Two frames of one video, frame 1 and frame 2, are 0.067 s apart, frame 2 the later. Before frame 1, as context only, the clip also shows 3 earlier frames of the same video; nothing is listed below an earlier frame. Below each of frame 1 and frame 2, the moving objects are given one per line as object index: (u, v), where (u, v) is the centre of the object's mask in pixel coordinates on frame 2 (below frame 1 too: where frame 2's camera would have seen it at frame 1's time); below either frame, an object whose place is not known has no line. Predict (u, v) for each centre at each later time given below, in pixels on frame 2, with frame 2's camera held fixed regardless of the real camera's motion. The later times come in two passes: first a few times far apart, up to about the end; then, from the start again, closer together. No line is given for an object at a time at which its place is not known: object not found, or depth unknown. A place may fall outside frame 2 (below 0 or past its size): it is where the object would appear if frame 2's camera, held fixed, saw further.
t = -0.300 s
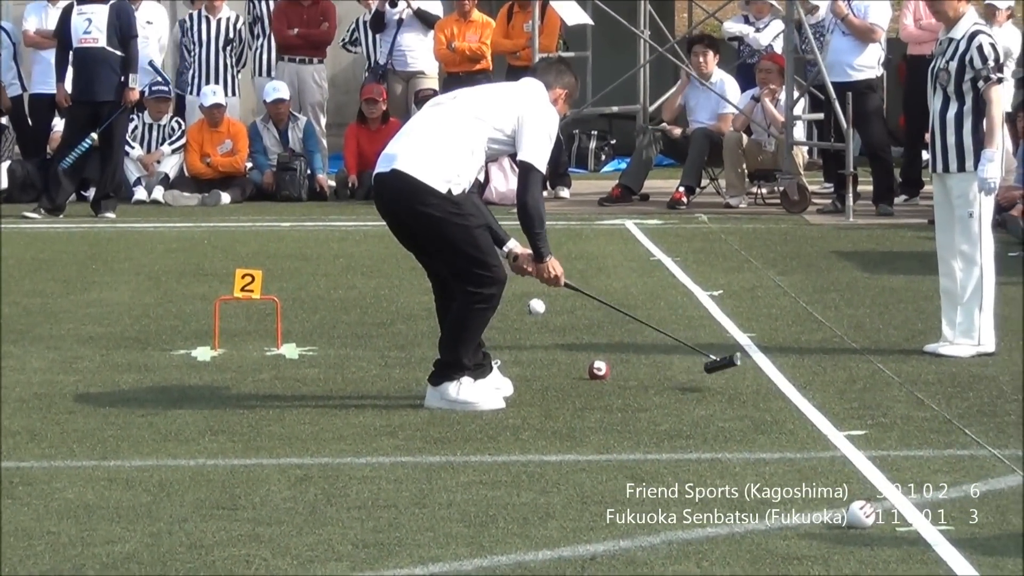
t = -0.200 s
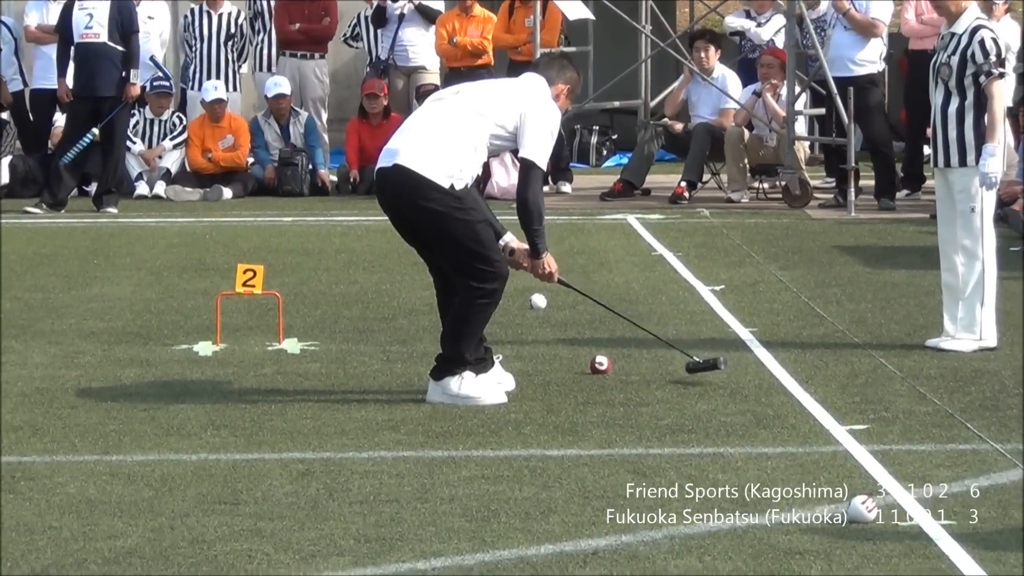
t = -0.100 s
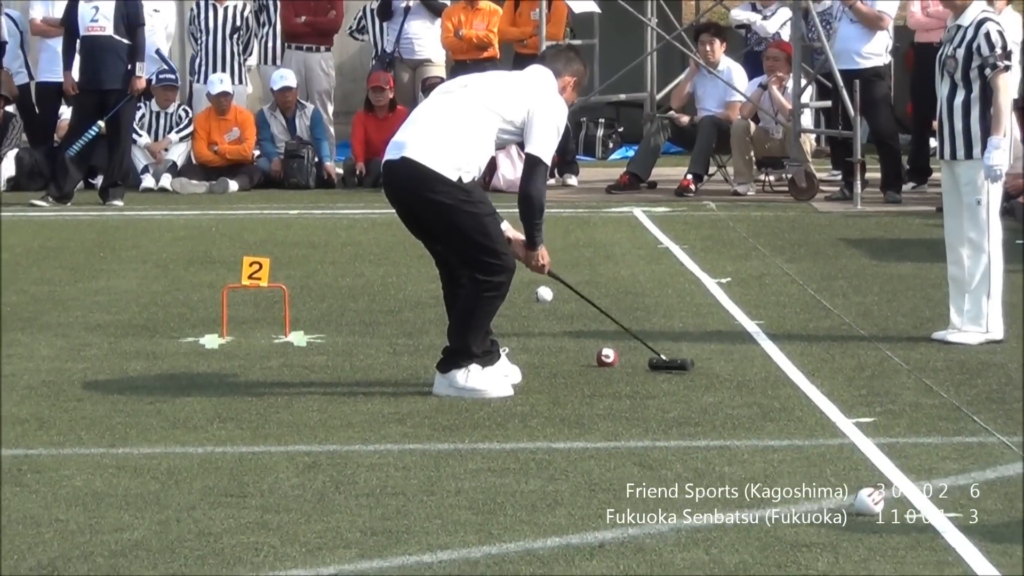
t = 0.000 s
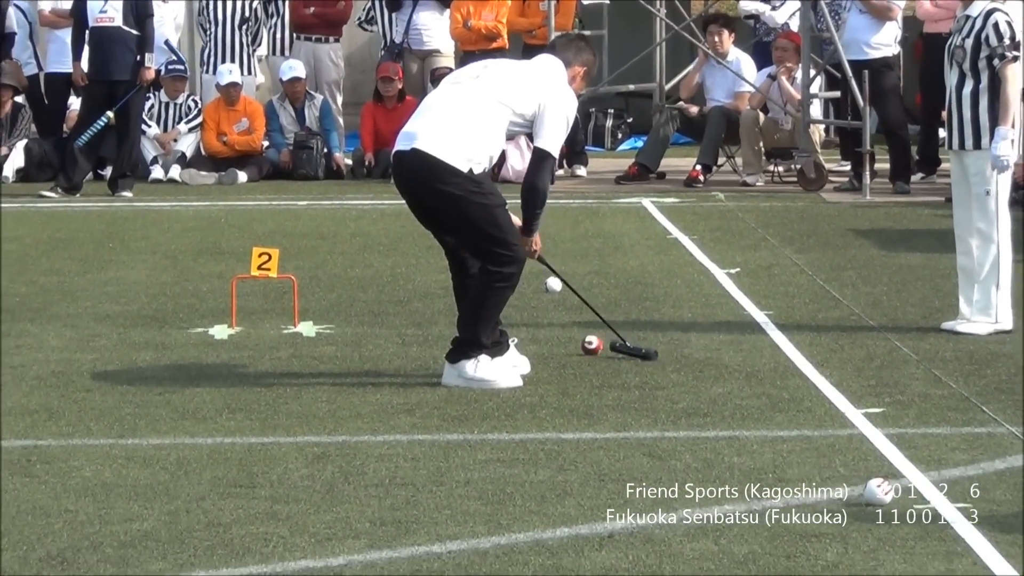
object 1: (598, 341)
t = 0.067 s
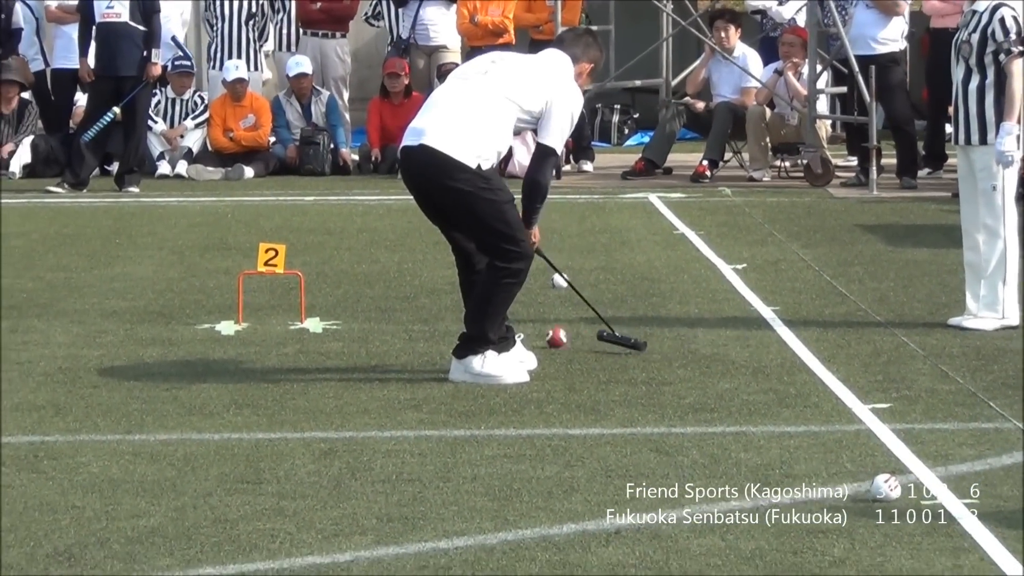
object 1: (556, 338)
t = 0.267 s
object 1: (458, 330)
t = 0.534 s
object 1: (355, 322)
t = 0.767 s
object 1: (276, 317)
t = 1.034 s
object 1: (192, 309)
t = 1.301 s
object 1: (129, 304)
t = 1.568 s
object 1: (75, 300)
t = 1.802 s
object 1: (37, 296)
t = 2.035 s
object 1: (6, 294)
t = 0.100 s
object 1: (538, 336)
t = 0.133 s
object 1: (523, 335)
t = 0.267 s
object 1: (458, 330)
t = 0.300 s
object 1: (446, 329)
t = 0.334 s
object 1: (432, 328)
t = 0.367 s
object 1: (418, 327)
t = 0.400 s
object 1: (405, 326)
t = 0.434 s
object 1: (392, 325)
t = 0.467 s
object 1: (379, 324)
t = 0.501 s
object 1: (367, 323)
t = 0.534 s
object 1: (355, 322)
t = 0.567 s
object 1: (343, 321)
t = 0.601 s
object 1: (332, 320)
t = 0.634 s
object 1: (320, 319)
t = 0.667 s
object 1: (309, 318)
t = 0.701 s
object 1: (298, 317)
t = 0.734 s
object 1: (288, 316)
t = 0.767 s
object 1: (276, 317)
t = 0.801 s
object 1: (267, 315)
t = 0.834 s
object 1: (257, 314)
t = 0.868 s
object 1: (249, 312)
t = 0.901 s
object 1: (236, 313)
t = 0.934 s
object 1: (219, 311)
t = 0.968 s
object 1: (209, 310)
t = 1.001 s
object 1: (200, 309)
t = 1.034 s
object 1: (192, 309)
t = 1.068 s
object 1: (183, 308)
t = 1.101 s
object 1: (175, 308)
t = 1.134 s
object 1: (167, 306)
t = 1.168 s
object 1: (159, 307)
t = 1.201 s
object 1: (151, 305)
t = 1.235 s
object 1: (143, 305)
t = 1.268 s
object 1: (136, 305)
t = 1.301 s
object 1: (129, 304)
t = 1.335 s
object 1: (121, 304)
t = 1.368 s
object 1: (114, 303)
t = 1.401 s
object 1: (108, 303)
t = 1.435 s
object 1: (101, 302)
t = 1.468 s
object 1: (94, 301)
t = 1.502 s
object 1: (87, 301)
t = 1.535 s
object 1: (81, 301)
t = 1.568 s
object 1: (75, 300)
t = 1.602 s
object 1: (69, 300)
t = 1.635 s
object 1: (63, 299)
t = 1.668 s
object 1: (58, 298)
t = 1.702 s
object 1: (52, 298)
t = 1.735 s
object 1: (46, 298)
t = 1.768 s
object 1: (41, 296)
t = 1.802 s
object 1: (37, 296)
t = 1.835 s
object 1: (32, 296)
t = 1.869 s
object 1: (27, 296)
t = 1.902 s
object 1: (22, 295)
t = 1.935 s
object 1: (18, 295)
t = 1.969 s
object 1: (13, 295)
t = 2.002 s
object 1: (10, 294)
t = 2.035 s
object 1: (6, 294)
